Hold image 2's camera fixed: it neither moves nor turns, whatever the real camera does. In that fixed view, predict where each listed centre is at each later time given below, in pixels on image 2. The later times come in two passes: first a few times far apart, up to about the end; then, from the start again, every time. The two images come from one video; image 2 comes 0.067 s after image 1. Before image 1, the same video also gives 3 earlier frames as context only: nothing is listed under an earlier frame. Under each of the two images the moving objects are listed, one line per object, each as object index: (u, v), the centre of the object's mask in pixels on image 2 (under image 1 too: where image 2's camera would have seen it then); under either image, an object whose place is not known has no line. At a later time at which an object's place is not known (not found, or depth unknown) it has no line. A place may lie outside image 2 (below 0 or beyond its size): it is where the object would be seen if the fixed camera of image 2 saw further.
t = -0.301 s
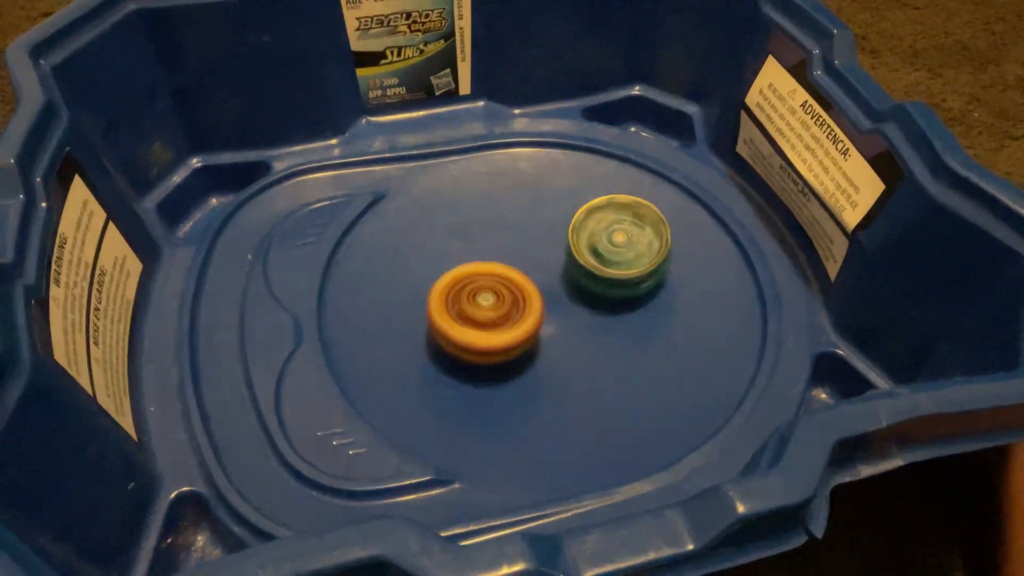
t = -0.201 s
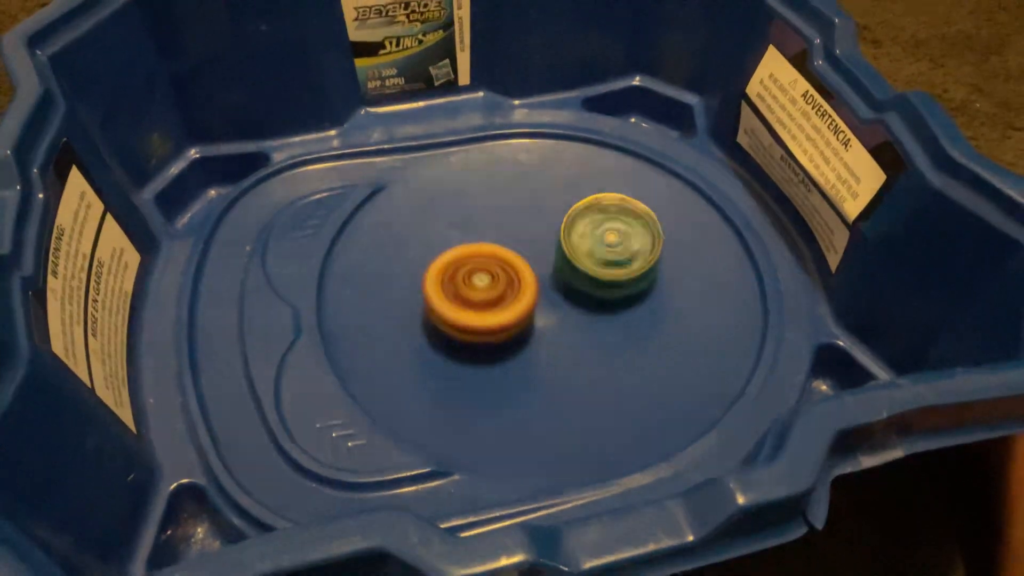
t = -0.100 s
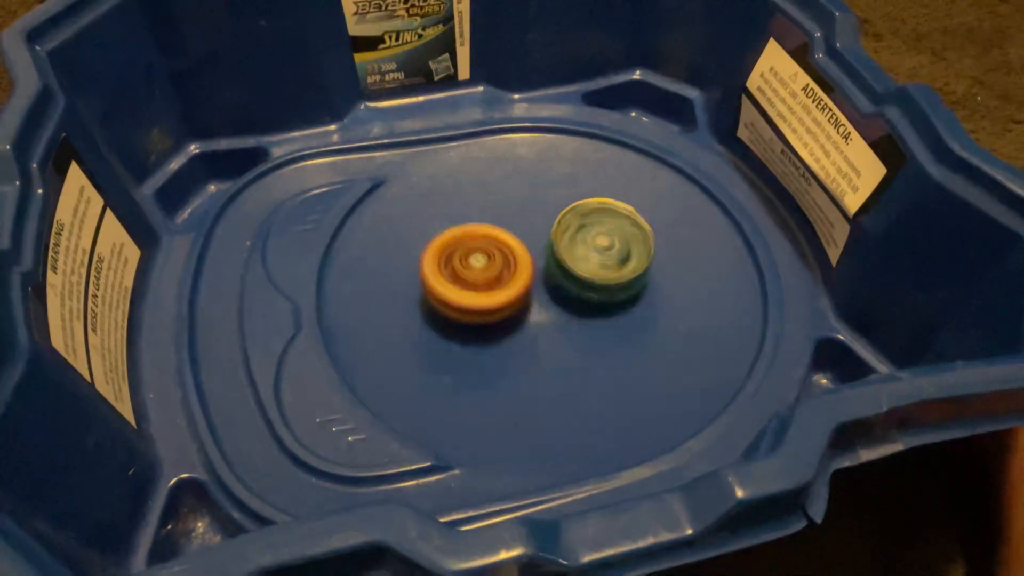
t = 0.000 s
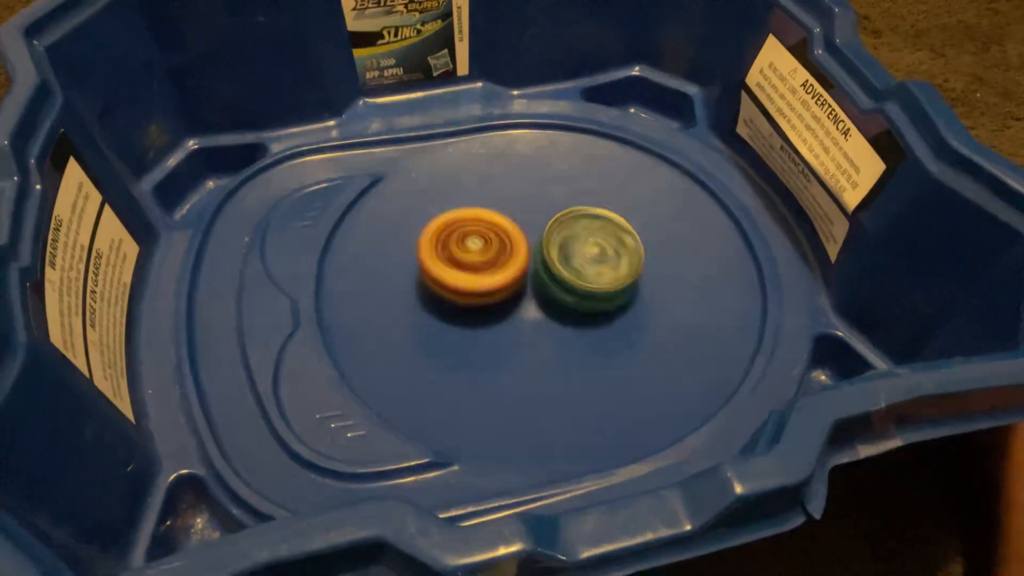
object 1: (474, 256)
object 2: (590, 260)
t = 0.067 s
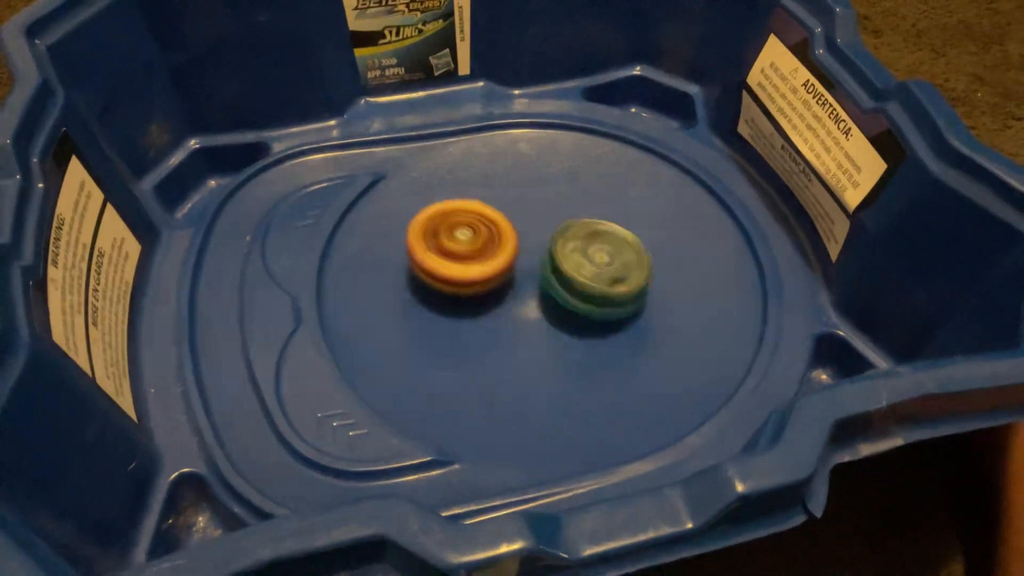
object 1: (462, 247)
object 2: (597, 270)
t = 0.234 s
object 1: (441, 245)
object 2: (606, 293)
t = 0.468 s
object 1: (462, 253)
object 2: (616, 312)
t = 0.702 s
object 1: (512, 229)
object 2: (597, 310)
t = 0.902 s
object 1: (538, 204)
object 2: (563, 306)
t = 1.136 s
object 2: (518, 308)
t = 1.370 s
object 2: (487, 321)
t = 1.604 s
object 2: (481, 321)
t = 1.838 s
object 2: (488, 301)
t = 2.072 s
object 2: (482, 271)
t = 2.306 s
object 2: (460, 246)
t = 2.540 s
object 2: (449, 232)
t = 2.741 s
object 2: (461, 224)
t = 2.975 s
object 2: (480, 208)
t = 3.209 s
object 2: (504, 200)
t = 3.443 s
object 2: (535, 192)
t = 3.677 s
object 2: (550, 194)
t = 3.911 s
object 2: (573, 206)
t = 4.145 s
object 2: (601, 216)
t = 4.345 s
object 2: (617, 228)
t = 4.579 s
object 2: (628, 245)
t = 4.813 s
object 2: (618, 269)
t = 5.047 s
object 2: (620, 297)
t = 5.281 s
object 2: (614, 314)
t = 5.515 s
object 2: (588, 317)
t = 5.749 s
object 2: (547, 326)
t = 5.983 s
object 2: (509, 335)
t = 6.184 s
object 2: (493, 336)
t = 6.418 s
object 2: (481, 318)
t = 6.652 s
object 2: (464, 291)
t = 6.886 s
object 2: (442, 268)
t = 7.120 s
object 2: (438, 256)
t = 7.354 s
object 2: (446, 243)
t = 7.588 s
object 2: (452, 228)
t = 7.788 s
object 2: (462, 220)
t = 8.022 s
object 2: (474, 221)
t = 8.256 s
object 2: (482, 224)
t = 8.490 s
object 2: (467, 203)
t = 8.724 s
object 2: (473, 200)
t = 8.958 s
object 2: (506, 212)
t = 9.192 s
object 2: (555, 197)
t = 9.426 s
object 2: (583, 186)
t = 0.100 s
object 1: (456, 245)
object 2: (598, 275)
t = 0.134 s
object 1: (451, 243)
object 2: (599, 280)
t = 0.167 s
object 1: (446, 244)
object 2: (601, 285)
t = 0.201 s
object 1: (443, 244)
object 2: (604, 289)
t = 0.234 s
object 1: (441, 245)
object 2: (606, 293)
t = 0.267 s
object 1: (440, 246)
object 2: (608, 298)
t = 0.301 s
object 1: (440, 247)
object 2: (611, 302)
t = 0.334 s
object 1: (441, 249)
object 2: (614, 305)
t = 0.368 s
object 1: (444, 250)
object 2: (613, 307)
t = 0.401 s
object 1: (449, 252)
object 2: (615, 310)
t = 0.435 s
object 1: (455, 253)
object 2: (617, 312)
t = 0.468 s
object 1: (462, 253)
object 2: (616, 312)
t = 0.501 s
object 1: (468, 252)
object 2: (615, 314)
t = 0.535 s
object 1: (476, 250)
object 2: (615, 314)
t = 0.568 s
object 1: (484, 246)
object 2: (612, 313)
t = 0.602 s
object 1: (491, 242)
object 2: (608, 313)
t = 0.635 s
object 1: (498, 238)
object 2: (604, 313)
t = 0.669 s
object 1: (505, 234)
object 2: (602, 312)
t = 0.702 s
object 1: (512, 229)
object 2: (597, 310)
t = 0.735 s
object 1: (518, 225)
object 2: (591, 310)
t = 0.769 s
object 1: (524, 220)
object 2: (586, 309)
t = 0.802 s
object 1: (529, 215)
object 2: (582, 309)
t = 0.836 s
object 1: (532, 211)
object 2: (576, 307)
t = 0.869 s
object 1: (536, 207)
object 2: (569, 307)
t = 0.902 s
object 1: (538, 204)
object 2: (563, 306)
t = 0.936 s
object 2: (554, 305)
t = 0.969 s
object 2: (547, 304)
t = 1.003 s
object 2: (540, 305)
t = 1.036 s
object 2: (536, 306)
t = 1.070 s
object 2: (531, 305)
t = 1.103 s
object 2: (524, 306)
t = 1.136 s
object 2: (518, 308)
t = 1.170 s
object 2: (514, 311)
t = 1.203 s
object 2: (508, 313)
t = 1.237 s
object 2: (503, 315)
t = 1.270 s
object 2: (498, 317)
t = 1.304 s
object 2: (495, 319)
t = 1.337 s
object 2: (491, 321)
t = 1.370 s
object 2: (487, 321)
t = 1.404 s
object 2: (485, 322)
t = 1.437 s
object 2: (483, 323)
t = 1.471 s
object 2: (481, 324)
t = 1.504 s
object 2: (480, 325)
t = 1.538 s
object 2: (480, 325)
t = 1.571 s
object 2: (480, 323)
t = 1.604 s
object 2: (481, 321)
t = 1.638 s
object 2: (481, 320)
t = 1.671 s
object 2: (483, 318)
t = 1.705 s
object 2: (485, 314)
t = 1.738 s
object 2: (485, 311)
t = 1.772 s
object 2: (486, 309)
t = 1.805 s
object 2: (488, 305)
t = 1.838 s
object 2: (488, 301)
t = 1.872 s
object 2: (489, 297)
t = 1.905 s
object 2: (488, 293)
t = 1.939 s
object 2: (489, 289)
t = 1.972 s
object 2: (487, 284)
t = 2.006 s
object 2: (486, 279)
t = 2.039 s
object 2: (485, 276)
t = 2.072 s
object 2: (482, 271)
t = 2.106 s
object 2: (479, 267)
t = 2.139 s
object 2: (476, 263)
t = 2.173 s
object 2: (472, 259)
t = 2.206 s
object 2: (470, 254)
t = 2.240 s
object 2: (466, 251)
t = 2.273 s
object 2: (461, 248)
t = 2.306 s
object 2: (460, 246)
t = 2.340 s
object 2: (459, 242)
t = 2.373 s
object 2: (455, 240)
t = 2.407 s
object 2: (453, 238)
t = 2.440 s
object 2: (452, 236)
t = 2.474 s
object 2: (451, 233)
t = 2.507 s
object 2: (450, 232)
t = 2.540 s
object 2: (449, 232)
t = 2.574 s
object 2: (450, 231)
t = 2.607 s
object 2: (453, 230)
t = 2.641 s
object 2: (454, 229)
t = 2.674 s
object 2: (454, 230)
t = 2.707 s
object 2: (459, 228)
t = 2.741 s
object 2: (461, 224)
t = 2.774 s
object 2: (462, 220)
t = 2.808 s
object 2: (465, 220)
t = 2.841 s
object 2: (469, 217)
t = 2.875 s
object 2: (473, 213)
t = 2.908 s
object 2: (474, 211)
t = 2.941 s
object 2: (475, 210)
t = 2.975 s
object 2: (480, 208)
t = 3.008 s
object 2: (485, 205)
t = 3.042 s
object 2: (487, 203)
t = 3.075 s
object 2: (489, 202)
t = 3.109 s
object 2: (493, 202)
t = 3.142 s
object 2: (498, 201)
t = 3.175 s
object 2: (501, 201)
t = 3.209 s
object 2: (504, 200)
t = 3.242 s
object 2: (509, 199)
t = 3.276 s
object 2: (513, 199)
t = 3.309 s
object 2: (518, 196)
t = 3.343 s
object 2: (521, 195)
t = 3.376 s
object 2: (524, 193)
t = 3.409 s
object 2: (529, 192)
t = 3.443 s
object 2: (535, 192)
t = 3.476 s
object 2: (538, 191)
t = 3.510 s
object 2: (539, 191)
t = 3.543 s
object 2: (541, 192)
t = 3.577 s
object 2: (546, 193)
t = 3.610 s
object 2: (548, 192)
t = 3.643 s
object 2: (548, 192)
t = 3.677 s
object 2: (550, 194)
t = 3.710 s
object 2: (554, 196)
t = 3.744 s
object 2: (557, 197)
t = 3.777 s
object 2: (558, 198)
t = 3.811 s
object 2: (559, 200)
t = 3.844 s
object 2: (566, 203)
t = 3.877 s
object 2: (571, 204)
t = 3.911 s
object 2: (573, 206)
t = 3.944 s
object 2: (578, 208)
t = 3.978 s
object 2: (584, 209)
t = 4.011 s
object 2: (587, 209)
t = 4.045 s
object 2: (588, 211)
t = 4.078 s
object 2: (592, 212)
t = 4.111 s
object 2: (597, 214)
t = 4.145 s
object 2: (601, 216)
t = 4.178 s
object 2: (600, 217)
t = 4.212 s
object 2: (602, 221)
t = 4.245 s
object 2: (605, 222)
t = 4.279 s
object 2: (608, 224)
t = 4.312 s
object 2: (614, 224)
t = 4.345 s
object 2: (617, 228)
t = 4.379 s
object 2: (617, 232)
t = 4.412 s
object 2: (620, 234)
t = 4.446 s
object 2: (623, 236)
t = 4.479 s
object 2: (624, 239)
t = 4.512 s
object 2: (625, 240)
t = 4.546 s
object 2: (626, 245)
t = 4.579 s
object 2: (628, 245)
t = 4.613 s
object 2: (626, 248)
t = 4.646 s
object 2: (626, 252)
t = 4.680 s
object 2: (625, 255)
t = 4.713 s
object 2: (624, 258)
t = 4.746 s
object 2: (621, 262)
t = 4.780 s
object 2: (619, 265)
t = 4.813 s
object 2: (618, 269)
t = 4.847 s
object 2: (616, 272)
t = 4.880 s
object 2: (615, 276)
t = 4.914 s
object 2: (619, 281)
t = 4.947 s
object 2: (621, 284)
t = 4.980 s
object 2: (618, 287)
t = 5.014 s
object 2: (618, 293)
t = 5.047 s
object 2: (620, 297)
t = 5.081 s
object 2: (622, 300)
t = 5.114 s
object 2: (621, 301)
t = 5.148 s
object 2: (619, 306)
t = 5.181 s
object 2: (621, 308)
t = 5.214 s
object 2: (621, 309)
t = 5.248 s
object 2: (617, 310)
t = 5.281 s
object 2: (614, 314)
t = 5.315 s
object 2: (613, 315)
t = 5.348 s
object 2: (611, 315)
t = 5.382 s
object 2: (608, 315)
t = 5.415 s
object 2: (601, 316)
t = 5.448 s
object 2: (597, 318)
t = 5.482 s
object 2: (593, 317)
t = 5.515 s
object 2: (588, 317)
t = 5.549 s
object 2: (581, 318)
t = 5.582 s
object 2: (576, 320)
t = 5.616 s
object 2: (571, 321)
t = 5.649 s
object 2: (565, 320)
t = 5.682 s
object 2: (558, 321)
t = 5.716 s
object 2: (551, 324)
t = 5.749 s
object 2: (547, 326)
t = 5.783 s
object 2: (541, 326)
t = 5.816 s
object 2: (534, 327)
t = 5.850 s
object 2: (529, 330)
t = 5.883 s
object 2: (524, 332)
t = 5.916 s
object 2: (520, 333)
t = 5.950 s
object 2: (515, 334)
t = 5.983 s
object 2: (509, 335)
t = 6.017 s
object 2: (506, 337)
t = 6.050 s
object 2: (504, 338)
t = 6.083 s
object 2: (501, 337)
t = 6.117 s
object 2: (496, 337)
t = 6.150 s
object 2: (494, 337)
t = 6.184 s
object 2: (493, 336)
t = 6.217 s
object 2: (489, 334)
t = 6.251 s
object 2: (487, 332)
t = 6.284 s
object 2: (486, 330)
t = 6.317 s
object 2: (486, 328)
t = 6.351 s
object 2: (484, 325)
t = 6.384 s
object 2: (482, 321)
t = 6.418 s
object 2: (481, 318)
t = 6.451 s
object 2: (480, 316)
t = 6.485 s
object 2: (479, 311)
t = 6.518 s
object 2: (477, 307)
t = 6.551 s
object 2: (473, 304)
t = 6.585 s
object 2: (470, 300)
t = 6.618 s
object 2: (468, 296)
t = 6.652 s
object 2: (464, 291)
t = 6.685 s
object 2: (458, 288)
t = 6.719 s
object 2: (456, 283)
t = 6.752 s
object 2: (453, 279)
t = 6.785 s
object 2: (447, 277)
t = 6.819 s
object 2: (446, 275)
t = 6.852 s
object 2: (445, 272)
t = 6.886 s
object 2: (442, 268)
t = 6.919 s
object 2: (439, 266)
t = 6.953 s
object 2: (437, 264)
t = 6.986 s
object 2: (437, 261)
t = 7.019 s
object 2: (437, 260)
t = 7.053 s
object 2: (436, 257)
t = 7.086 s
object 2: (436, 256)
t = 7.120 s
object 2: (438, 256)
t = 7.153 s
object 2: (440, 253)
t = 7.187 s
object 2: (441, 250)
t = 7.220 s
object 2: (442, 250)
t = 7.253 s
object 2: (446, 248)
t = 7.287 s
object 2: (446, 245)
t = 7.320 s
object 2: (446, 245)
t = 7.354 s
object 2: (446, 243)
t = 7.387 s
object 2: (447, 241)
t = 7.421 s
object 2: (448, 237)
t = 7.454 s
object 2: (447, 235)
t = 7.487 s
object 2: (448, 235)
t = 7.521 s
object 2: (451, 231)
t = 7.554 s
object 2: (451, 229)
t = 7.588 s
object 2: (452, 228)
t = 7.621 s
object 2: (455, 226)
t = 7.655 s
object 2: (457, 225)
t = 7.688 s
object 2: (458, 224)
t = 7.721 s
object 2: (456, 221)
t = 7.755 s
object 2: (458, 221)
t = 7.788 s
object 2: (462, 220)
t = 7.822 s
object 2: (462, 218)
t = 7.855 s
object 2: (463, 219)
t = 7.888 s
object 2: (467, 220)
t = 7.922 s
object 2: (470, 220)
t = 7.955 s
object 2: (470, 221)
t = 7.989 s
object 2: (472, 221)
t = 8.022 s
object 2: (474, 221)
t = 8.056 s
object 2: (474, 222)
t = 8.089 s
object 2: (476, 222)
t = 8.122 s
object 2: (477, 222)
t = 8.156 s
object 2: (477, 222)
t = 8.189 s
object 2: (478, 224)
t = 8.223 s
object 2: (481, 225)
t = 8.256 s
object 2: (482, 224)
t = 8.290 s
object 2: (484, 226)
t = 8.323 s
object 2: (488, 227)
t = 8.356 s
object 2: (482, 221)
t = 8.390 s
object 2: (469, 211)
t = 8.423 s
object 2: (464, 206)
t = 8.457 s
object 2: (465, 206)
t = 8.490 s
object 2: (467, 203)
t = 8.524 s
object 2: (465, 199)
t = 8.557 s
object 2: (464, 199)
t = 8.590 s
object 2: (466, 198)
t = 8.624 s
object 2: (466, 196)
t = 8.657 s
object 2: (467, 198)
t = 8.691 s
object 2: (470, 198)
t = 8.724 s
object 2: (473, 200)
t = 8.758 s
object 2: (476, 201)
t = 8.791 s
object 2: (479, 203)
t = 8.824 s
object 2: (484, 206)
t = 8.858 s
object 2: (490, 208)
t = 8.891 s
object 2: (494, 209)
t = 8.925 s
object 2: (499, 211)
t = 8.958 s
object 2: (506, 212)
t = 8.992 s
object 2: (512, 211)
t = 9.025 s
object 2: (518, 210)
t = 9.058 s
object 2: (523, 210)
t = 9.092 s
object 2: (534, 208)
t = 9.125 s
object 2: (542, 202)
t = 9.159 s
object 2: (549, 200)
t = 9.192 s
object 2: (555, 197)
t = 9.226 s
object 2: (561, 195)
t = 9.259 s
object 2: (568, 192)
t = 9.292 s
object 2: (572, 190)
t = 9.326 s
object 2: (575, 189)
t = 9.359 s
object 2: (579, 188)
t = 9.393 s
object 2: (582, 186)
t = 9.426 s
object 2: (583, 186)
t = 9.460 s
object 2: (585, 188)
